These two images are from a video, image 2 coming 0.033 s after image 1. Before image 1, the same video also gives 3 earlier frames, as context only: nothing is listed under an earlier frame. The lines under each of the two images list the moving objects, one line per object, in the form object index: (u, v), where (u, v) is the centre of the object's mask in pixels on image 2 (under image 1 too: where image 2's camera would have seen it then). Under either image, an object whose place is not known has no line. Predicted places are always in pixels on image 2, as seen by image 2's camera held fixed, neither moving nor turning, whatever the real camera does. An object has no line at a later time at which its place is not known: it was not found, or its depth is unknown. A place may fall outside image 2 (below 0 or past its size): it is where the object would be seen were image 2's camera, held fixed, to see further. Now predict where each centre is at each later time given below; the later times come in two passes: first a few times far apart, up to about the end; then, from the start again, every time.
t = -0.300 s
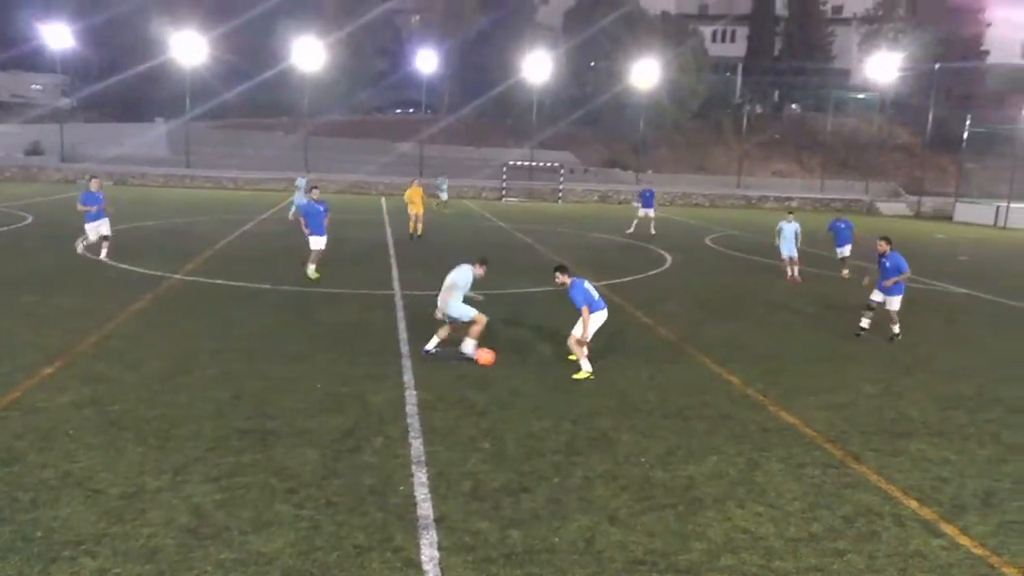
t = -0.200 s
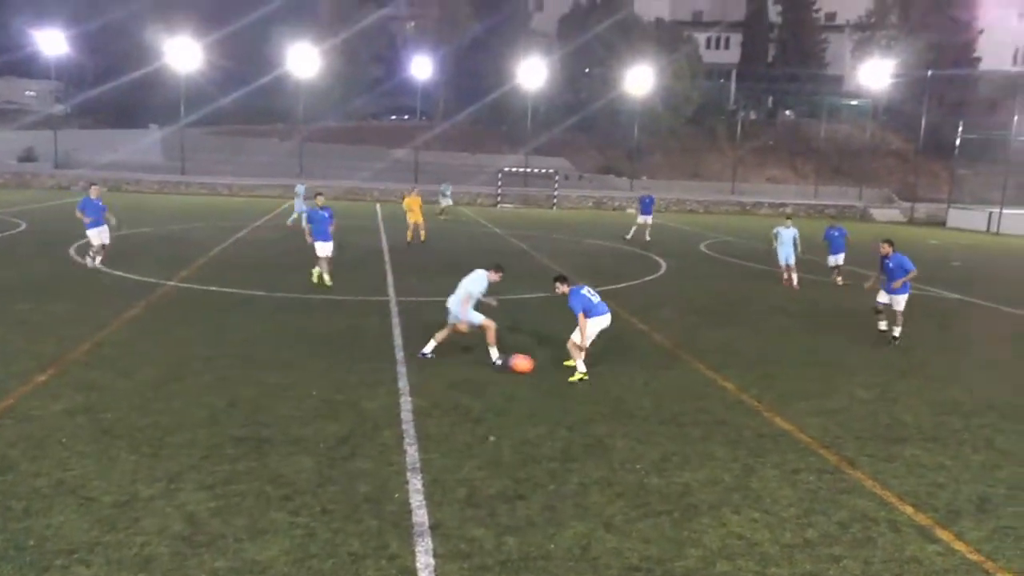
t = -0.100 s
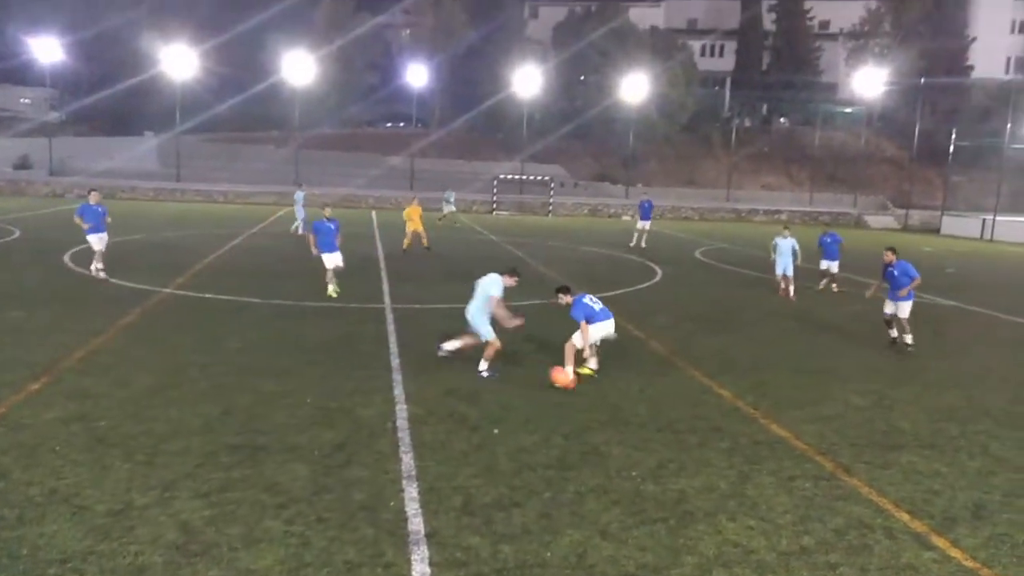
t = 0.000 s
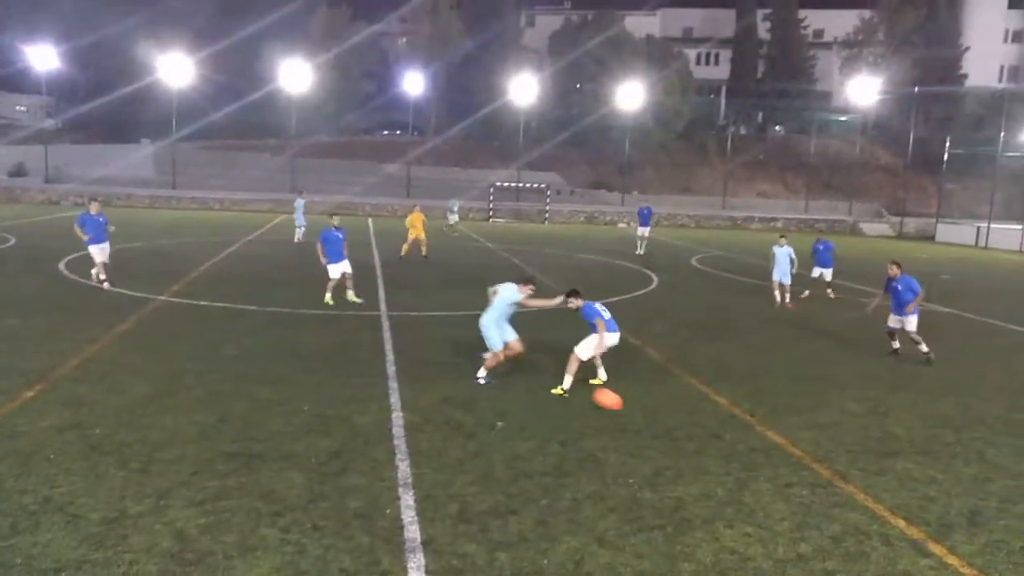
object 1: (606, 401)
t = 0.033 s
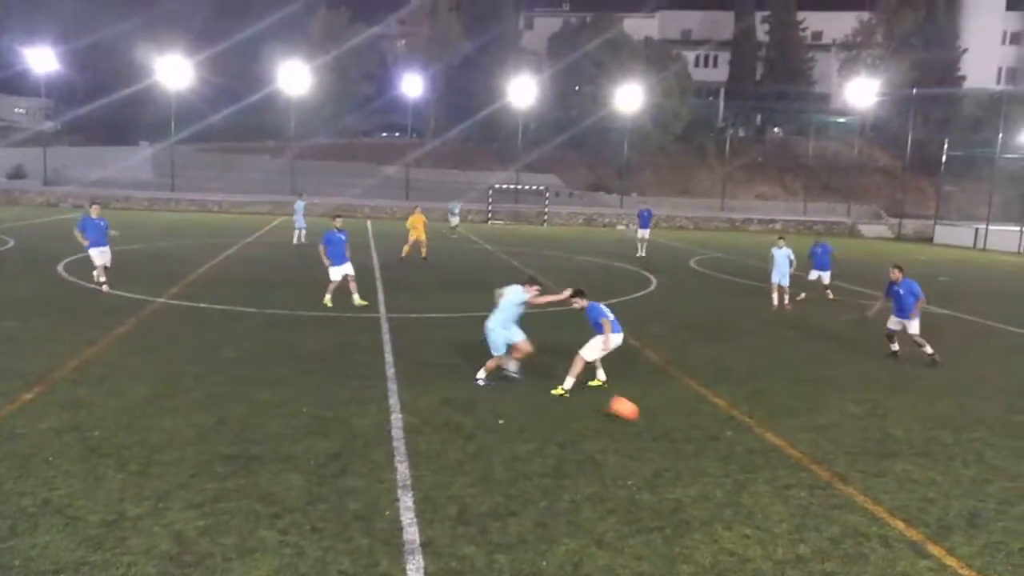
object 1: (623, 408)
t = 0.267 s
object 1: (720, 429)
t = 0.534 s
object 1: (826, 461)
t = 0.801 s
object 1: (941, 487)
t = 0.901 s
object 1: (987, 498)
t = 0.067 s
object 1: (640, 416)
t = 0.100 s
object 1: (656, 422)
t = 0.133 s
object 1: (669, 421)
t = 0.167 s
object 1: (682, 422)
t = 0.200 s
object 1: (694, 423)
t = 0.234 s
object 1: (707, 426)
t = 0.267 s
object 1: (720, 429)
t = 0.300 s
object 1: (733, 434)
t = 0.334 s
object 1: (746, 439)
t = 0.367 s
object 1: (760, 445)
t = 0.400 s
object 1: (773, 448)
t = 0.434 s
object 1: (787, 450)
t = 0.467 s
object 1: (800, 454)
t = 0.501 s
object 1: (812, 458)
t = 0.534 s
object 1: (826, 461)
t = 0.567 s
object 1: (841, 464)
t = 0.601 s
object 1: (854, 467)
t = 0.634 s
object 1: (869, 471)
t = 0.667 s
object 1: (883, 473)
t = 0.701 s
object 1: (897, 476)
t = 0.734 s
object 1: (911, 479)
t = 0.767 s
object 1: (926, 484)
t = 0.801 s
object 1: (941, 487)
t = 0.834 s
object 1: (954, 490)
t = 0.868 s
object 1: (970, 493)
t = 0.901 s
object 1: (987, 498)
